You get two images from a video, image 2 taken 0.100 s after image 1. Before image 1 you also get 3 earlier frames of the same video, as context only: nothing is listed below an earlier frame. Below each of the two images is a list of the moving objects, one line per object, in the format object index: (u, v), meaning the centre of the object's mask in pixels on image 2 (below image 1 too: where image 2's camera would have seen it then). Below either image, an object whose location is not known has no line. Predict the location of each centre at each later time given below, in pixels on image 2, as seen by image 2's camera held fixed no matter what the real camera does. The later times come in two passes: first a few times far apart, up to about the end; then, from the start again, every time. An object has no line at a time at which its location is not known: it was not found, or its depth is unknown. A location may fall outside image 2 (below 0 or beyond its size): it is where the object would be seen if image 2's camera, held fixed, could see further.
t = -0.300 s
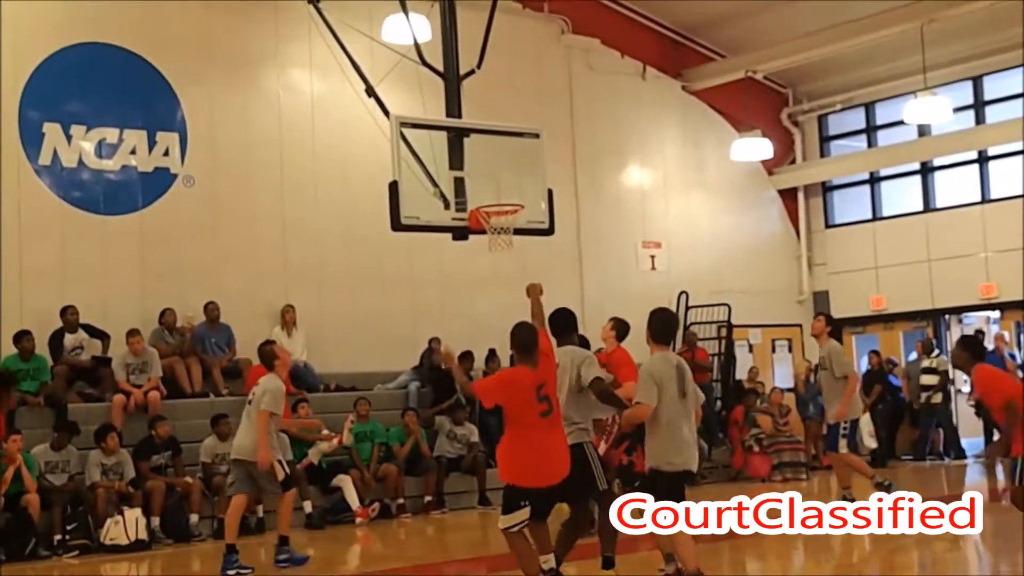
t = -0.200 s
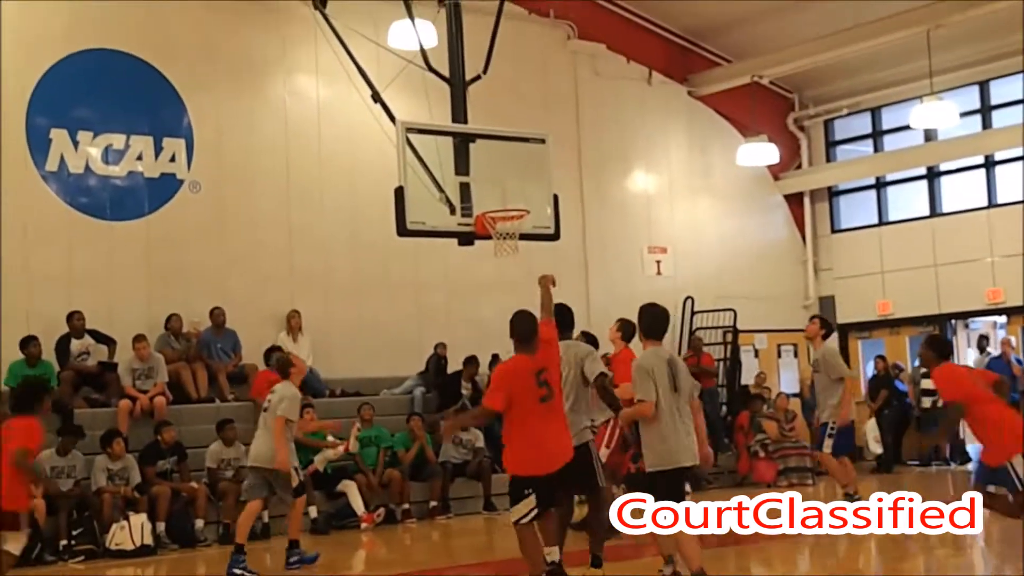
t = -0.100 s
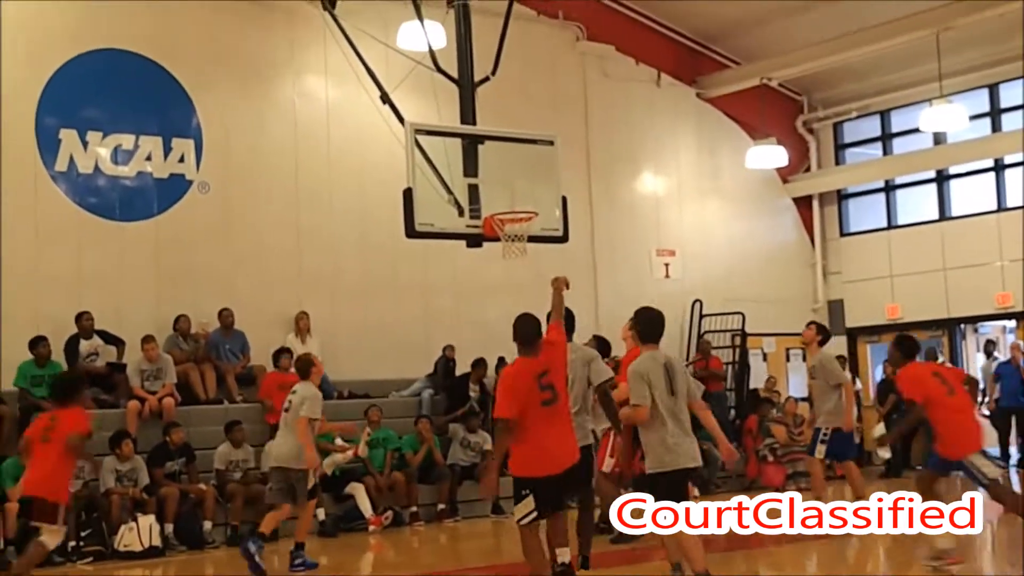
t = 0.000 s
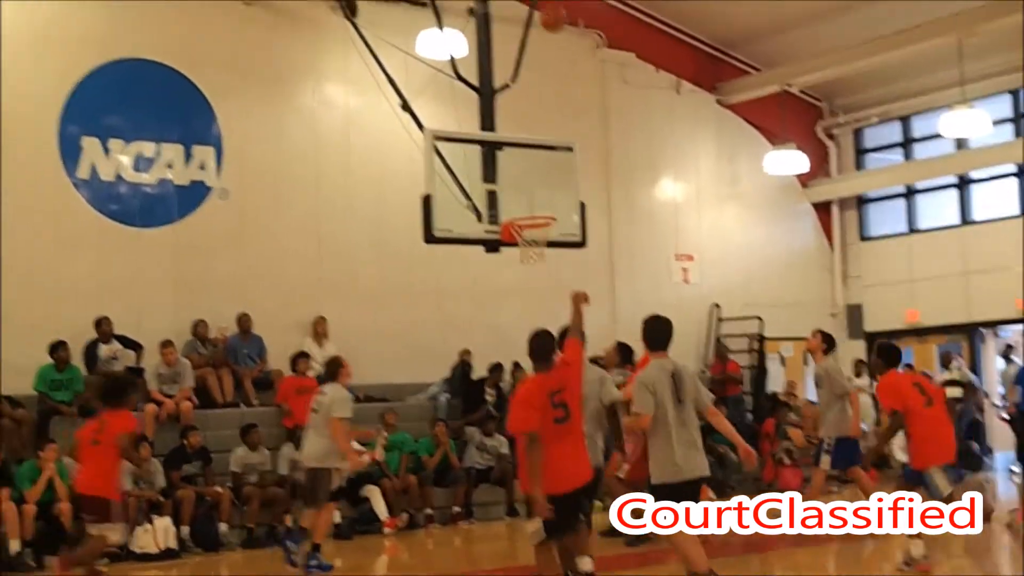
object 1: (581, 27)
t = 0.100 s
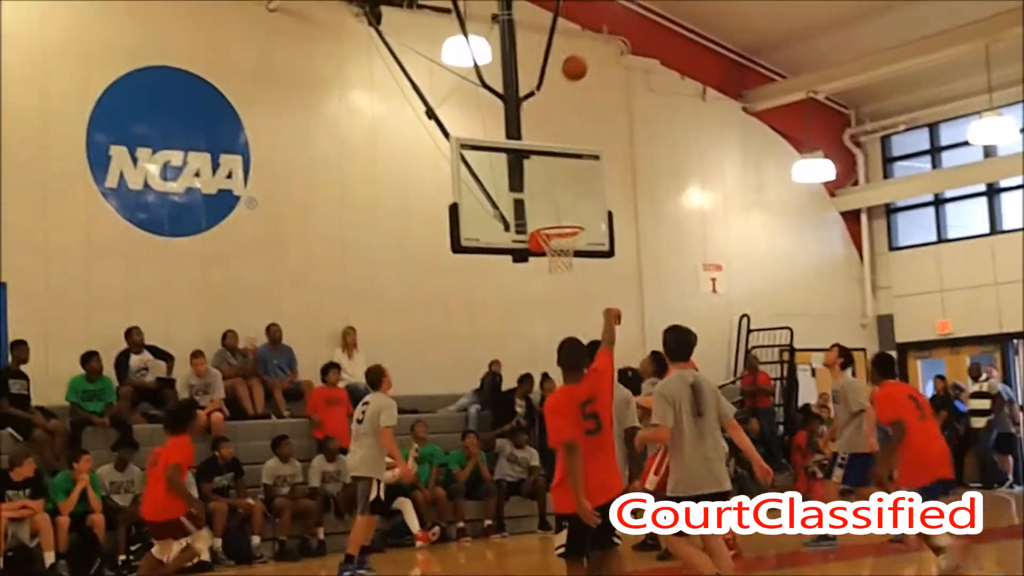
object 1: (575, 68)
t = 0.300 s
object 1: (573, 176)
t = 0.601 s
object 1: (544, 248)
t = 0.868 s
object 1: (566, 310)
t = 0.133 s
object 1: (572, 84)
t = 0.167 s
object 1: (573, 101)
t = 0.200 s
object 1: (573, 119)
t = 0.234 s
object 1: (574, 137)
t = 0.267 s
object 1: (574, 157)
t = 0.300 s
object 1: (573, 176)
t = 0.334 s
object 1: (573, 196)
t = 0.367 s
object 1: (572, 216)
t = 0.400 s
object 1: (567, 231)
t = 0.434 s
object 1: (554, 239)
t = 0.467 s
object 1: (541, 245)
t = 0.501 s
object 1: (540, 246)
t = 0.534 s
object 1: (542, 246)
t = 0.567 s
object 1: (542, 247)
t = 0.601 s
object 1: (544, 248)
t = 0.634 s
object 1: (545, 250)
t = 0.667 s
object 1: (550, 260)
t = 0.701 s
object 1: (553, 264)
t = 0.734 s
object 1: (555, 272)
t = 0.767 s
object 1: (558, 280)
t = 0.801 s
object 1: (561, 289)
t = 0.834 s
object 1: (563, 298)
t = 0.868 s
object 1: (566, 310)
